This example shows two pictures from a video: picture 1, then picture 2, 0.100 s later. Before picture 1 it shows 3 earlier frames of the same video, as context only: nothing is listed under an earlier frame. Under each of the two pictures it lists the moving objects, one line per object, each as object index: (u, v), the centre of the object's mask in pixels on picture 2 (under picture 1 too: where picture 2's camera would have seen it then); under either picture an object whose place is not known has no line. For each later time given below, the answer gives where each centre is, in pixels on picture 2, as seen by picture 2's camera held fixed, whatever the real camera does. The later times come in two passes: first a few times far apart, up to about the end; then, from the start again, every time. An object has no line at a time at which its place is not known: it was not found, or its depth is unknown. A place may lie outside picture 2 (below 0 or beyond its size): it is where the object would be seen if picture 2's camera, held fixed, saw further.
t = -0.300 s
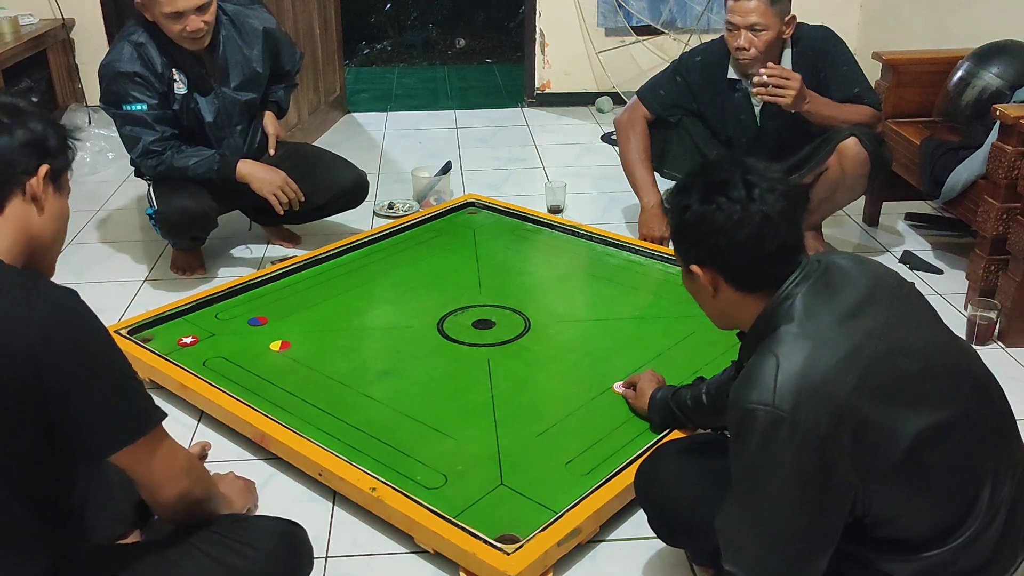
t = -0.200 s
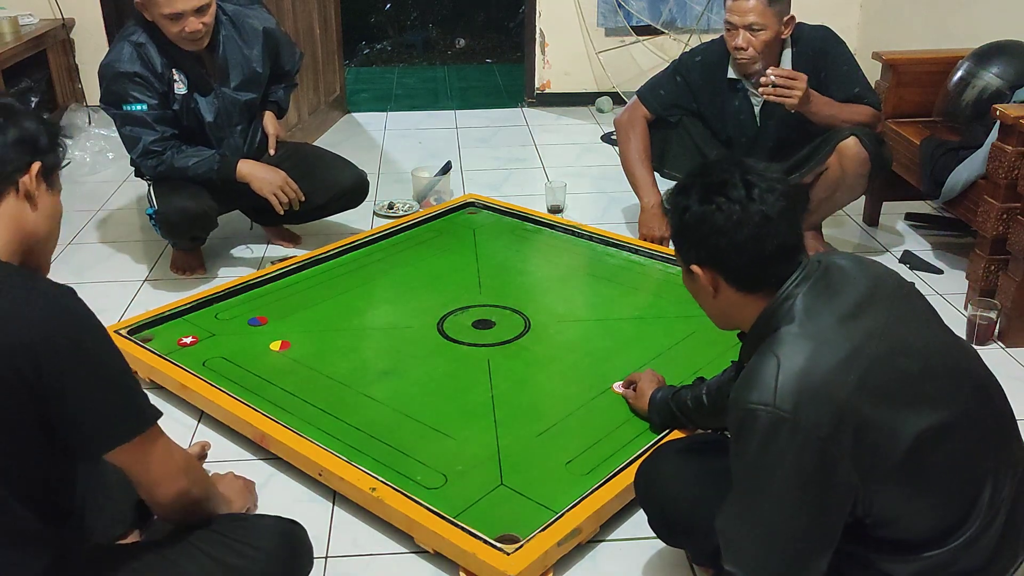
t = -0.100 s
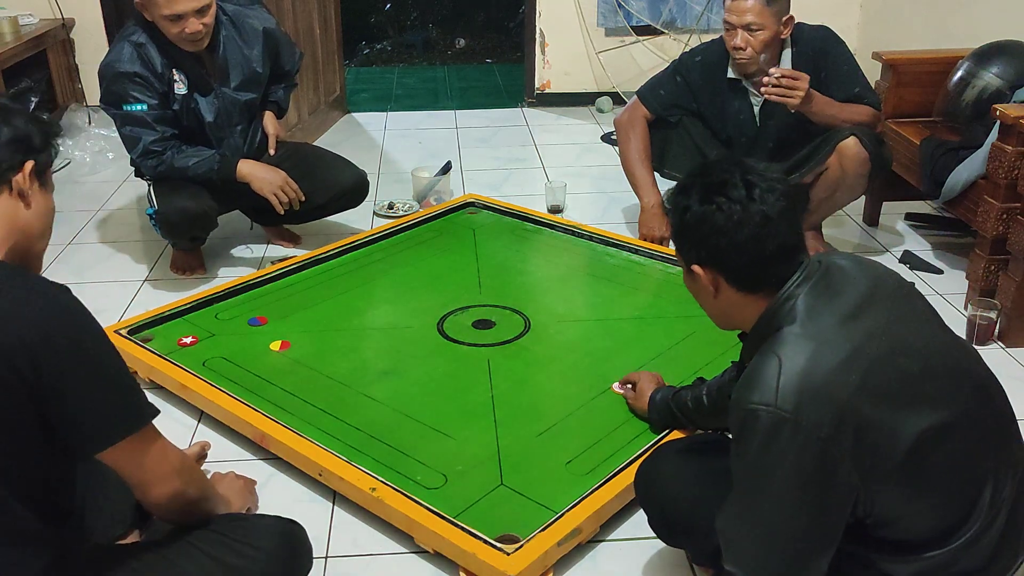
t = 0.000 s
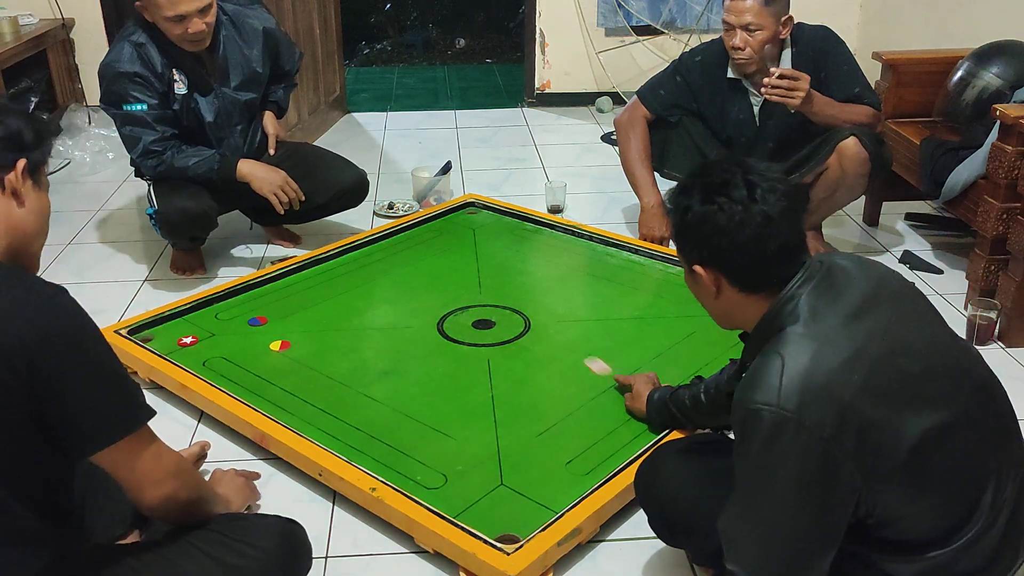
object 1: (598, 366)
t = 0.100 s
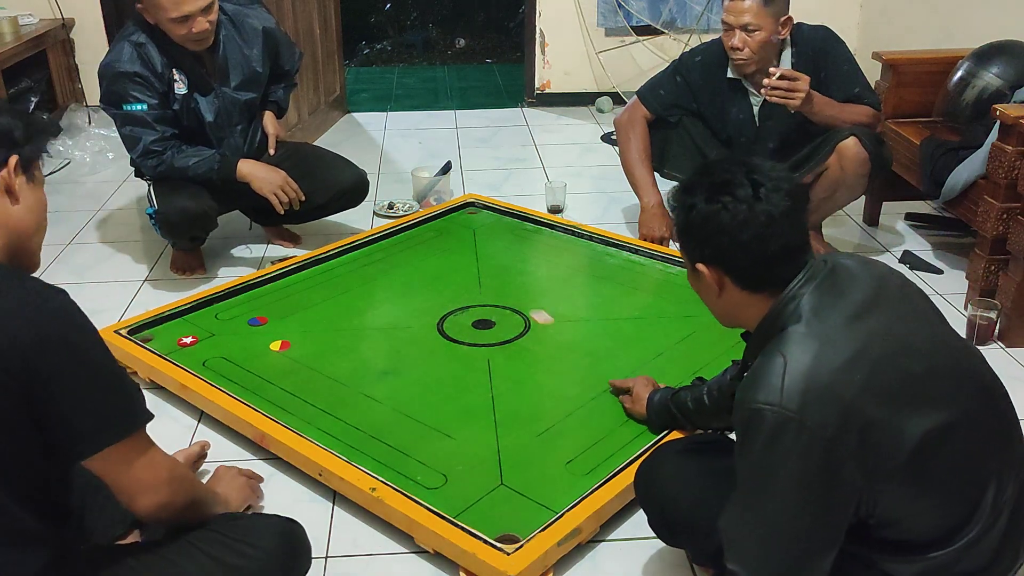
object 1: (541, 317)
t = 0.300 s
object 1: (457, 244)
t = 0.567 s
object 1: (528, 232)
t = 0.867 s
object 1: (629, 268)
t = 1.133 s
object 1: (721, 312)
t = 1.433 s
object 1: (718, 334)
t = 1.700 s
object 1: (624, 328)
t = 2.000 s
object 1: (529, 320)
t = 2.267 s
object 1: (452, 314)
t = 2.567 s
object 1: (373, 308)
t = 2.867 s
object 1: (300, 303)
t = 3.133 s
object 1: (240, 299)
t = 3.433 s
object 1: (239, 313)
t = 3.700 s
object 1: (235, 323)
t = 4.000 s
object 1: (227, 331)
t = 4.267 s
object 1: (223, 336)
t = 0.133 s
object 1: (525, 303)
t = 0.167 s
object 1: (510, 290)
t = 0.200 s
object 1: (495, 277)
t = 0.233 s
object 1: (481, 265)
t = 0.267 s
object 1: (468, 254)
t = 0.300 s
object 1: (457, 244)
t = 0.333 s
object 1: (445, 234)
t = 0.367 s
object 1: (435, 225)
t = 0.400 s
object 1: (447, 225)
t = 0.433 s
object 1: (463, 226)
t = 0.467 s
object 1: (480, 227)
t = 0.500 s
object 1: (496, 229)
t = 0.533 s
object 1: (512, 230)
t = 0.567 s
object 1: (528, 232)
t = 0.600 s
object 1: (545, 233)
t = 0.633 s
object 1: (560, 235)
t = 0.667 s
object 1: (569, 240)
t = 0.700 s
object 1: (579, 244)
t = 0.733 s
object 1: (589, 249)
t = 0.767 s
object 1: (598, 254)
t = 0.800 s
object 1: (608, 259)
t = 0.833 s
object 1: (619, 263)
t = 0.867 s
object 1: (629, 268)
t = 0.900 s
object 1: (640, 273)
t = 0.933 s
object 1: (650, 279)
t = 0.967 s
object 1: (662, 284)
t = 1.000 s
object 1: (674, 290)
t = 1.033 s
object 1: (685, 295)
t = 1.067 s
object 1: (697, 300)
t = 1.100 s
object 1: (709, 306)
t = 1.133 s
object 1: (721, 312)
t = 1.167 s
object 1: (734, 319)
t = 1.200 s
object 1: (748, 325)
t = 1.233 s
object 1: (761, 331)
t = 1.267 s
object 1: (773, 337)
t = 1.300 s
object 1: (767, 339)
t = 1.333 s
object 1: (755, 338)
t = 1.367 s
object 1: (743, 337)
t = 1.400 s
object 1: (730, 336)
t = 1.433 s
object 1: (718, 334)
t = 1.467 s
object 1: (706, 334)
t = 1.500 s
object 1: (693, 333)
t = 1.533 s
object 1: (682, 332)
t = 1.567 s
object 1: (670, 331)
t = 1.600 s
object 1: (658, 330)
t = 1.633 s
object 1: (646, 329)
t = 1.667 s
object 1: (635, 328)
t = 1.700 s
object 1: (624, 328)
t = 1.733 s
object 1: (613, 327)
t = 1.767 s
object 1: (602, 326)
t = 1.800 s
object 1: (592, 325)
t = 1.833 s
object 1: (581, 324)
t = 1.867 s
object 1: (570, 323)
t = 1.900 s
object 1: (560, 323)
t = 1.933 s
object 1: (550, 322)
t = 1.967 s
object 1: (539, 321)
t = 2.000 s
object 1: (529, 320)
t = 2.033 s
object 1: (519, 319)
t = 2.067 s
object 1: (510, 318)
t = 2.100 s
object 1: (500, 318)
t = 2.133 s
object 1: (490, 317)
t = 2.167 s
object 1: (481, 316)
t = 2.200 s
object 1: (471, 315)
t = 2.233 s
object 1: (462, 314)
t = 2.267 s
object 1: (452, 314)
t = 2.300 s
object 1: (443, 313)
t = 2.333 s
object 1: (434, 312)
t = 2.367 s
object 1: (425, 312)
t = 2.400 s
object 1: (416, 311)
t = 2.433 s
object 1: (408, 311)
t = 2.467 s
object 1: (399, 310)
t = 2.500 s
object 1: (391, 309)
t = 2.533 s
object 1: (382, 309)
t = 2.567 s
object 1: (373, 308)
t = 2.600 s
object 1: (365, 308)
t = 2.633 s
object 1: (356, 307)
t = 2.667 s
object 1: (348, 306)
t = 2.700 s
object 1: (340, 306)
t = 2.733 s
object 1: (331, 305)
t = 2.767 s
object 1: (324, 305)
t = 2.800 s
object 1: (316, 304)
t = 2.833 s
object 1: (308, 304)
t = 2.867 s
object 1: (300, 303)
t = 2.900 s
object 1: (292, 302)
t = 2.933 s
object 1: (284, 302)
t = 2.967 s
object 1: (277, 301)
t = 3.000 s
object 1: (269, 301)
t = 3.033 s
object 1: (262, 300)
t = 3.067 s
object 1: (254, 299)
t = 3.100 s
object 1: (247, 299)
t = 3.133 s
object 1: (240, 299)
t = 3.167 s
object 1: (239, 300)
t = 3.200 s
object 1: (239, 302)
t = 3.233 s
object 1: (239, 303)
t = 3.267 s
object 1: (239, 305)
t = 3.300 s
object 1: (239, 307)
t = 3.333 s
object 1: (239, 308)
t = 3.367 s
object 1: (239, 310)
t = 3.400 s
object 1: (239, 311)
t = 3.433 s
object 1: (239, 313)
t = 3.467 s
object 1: (239, 314)
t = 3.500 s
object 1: (239, 315)
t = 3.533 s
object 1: (239, 317)
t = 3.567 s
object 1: (239, 318)
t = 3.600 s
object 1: (239, 320)
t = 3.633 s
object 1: (237, 321)
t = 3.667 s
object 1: (236, 322)
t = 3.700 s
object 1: (235, 323)
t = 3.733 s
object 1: (234, 324)
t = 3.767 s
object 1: (233, 325)
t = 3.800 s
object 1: (232, 326)
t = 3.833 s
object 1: (231, 327)
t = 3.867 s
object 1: (230, 328)
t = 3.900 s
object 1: (229, 328)
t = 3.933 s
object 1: (228, 329)
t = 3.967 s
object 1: (228, 330)
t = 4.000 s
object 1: (227, 331)
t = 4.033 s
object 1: (226, 332)
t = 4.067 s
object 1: (225, 333)
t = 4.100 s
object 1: (225, 333)
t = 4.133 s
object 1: (224, 334)
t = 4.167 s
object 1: (224, 335)
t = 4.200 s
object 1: (224, 335)
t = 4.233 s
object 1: (223, 336)
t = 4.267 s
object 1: (223, 336)
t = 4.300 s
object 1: (223, 337)
